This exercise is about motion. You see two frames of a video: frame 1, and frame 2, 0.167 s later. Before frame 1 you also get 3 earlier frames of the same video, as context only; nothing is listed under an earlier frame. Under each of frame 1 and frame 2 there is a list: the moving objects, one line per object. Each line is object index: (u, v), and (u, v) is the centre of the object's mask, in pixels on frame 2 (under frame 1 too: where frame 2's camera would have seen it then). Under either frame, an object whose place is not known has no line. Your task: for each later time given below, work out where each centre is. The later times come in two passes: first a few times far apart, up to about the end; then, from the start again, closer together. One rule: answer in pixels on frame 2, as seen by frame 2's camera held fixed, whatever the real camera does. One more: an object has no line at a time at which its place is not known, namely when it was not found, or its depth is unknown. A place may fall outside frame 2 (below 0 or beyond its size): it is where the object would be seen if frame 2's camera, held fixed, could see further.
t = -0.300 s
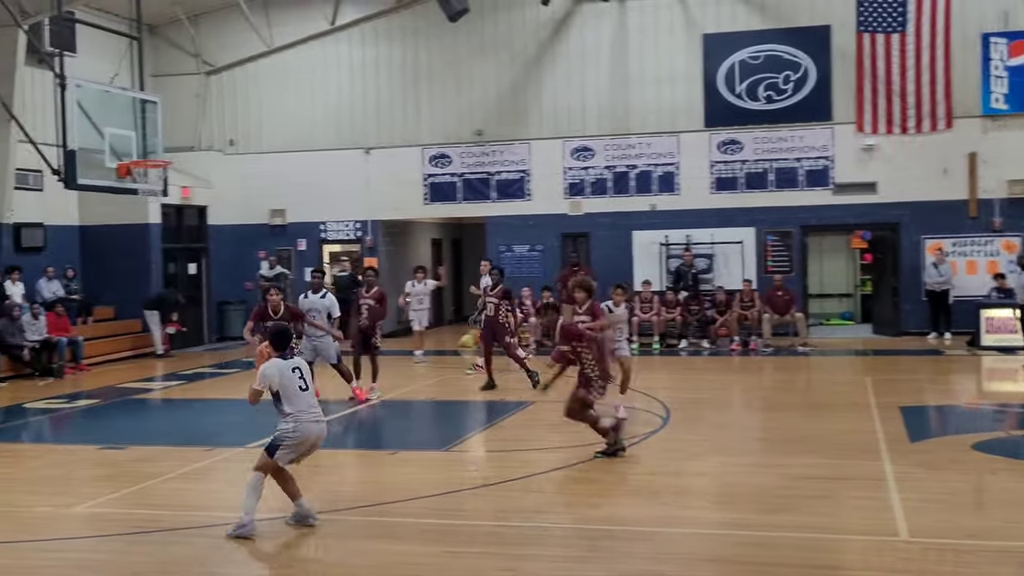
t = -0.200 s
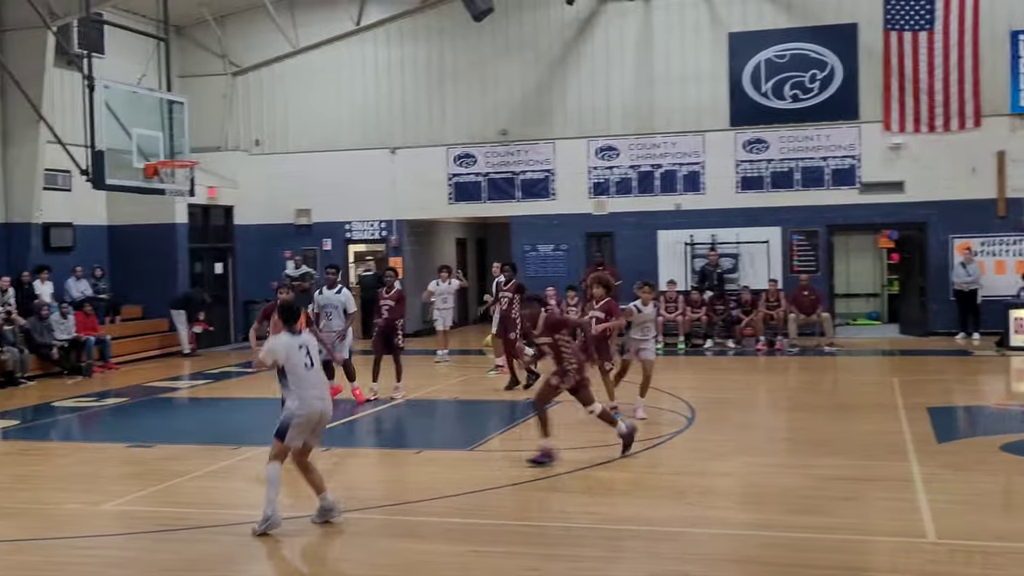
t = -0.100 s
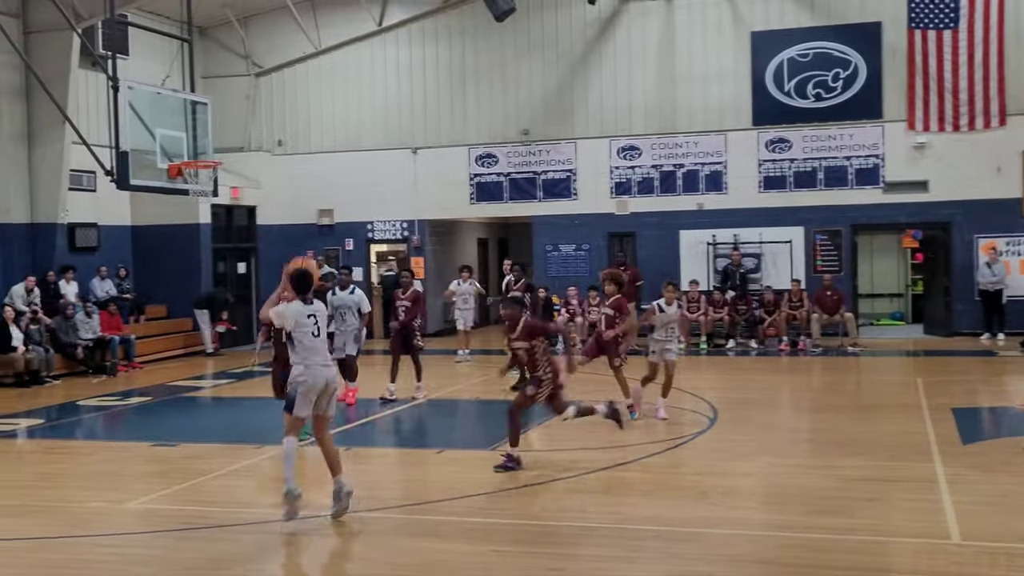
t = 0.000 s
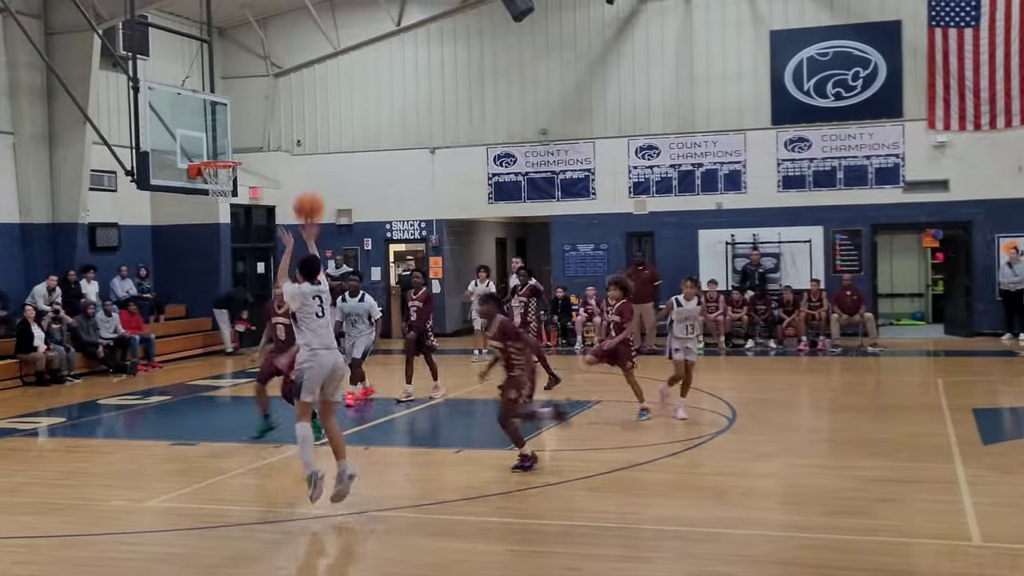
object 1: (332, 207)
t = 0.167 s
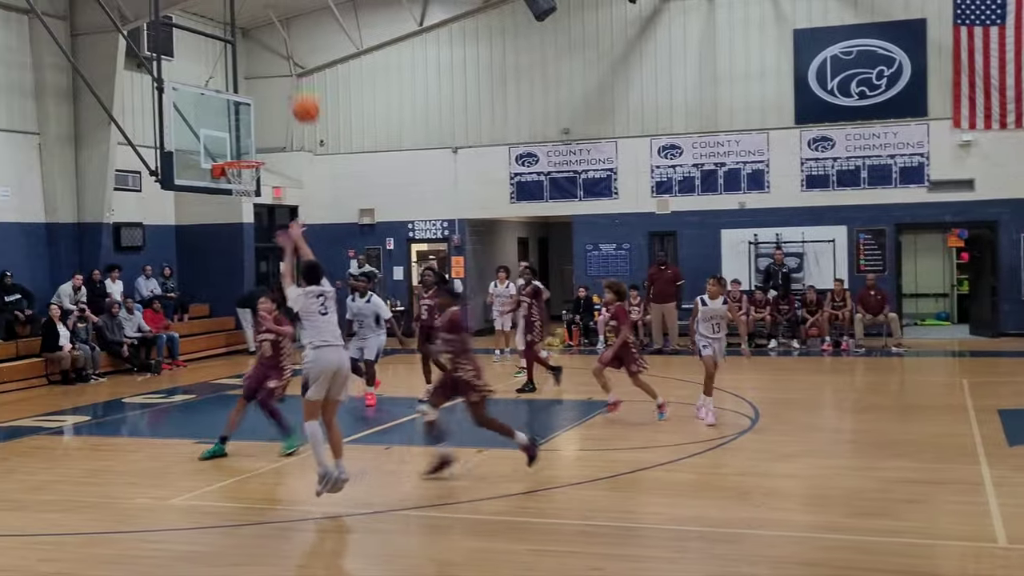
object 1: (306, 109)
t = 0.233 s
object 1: (297, 83)
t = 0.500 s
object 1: (271, 38)
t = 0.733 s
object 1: (255, 60)
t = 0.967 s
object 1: (242, 129)
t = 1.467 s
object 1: (250, 188)
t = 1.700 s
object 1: (238, 231)
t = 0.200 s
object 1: (301, 94)
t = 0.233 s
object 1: (297, 83)
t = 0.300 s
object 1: (290, 63)
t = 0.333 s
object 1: (287, 56)
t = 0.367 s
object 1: (284, 50)
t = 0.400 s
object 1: (281, 45)
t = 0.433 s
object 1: (277, 41)
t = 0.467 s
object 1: (274, 39)
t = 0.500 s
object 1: (271, 38)
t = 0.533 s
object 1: (268, 38)
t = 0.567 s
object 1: (266, 39)
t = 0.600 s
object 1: (263, 41)
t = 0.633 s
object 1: (261, 44)
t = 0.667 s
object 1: (259, 49)
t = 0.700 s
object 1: (257, 53)
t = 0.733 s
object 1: (255, 60)
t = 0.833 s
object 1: (249, 83)
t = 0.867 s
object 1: (248, 91)
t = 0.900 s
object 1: (246, 101)
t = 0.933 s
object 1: (245, 112)
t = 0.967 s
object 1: (242, 129)
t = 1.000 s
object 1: (242, 135)
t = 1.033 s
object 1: (240, 147)
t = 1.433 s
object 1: (252, 186)
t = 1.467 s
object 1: (250, 188)
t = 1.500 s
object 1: (250, 189)
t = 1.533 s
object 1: (246, 199)
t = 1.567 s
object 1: (245, 200)
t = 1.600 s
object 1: (244, 207)
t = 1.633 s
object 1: (242, 214)
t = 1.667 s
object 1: (240, 223)
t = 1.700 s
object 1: (238, 231)
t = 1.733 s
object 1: (237, 239)
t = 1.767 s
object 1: (235, 249)
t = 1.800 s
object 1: (234, 260)
